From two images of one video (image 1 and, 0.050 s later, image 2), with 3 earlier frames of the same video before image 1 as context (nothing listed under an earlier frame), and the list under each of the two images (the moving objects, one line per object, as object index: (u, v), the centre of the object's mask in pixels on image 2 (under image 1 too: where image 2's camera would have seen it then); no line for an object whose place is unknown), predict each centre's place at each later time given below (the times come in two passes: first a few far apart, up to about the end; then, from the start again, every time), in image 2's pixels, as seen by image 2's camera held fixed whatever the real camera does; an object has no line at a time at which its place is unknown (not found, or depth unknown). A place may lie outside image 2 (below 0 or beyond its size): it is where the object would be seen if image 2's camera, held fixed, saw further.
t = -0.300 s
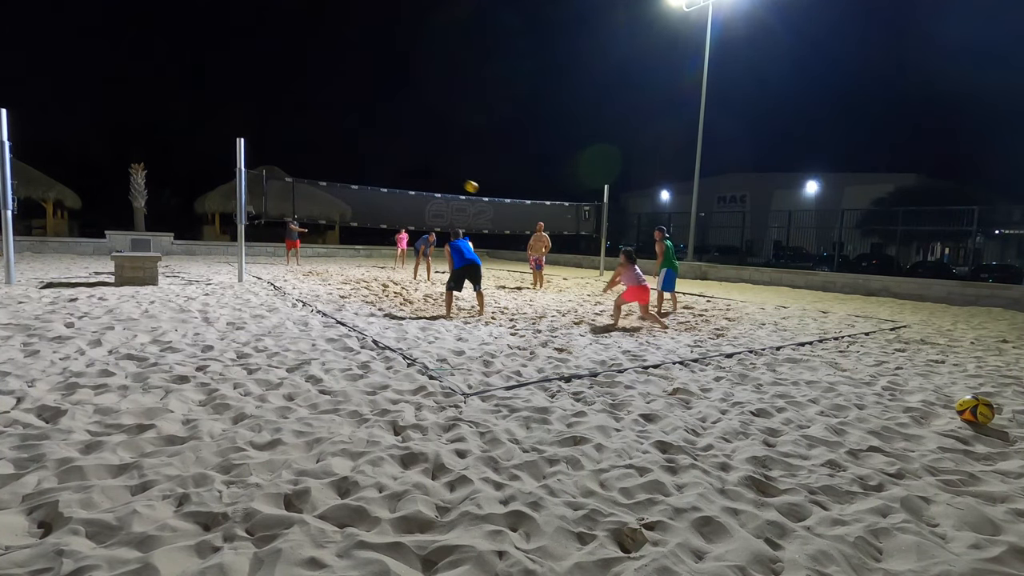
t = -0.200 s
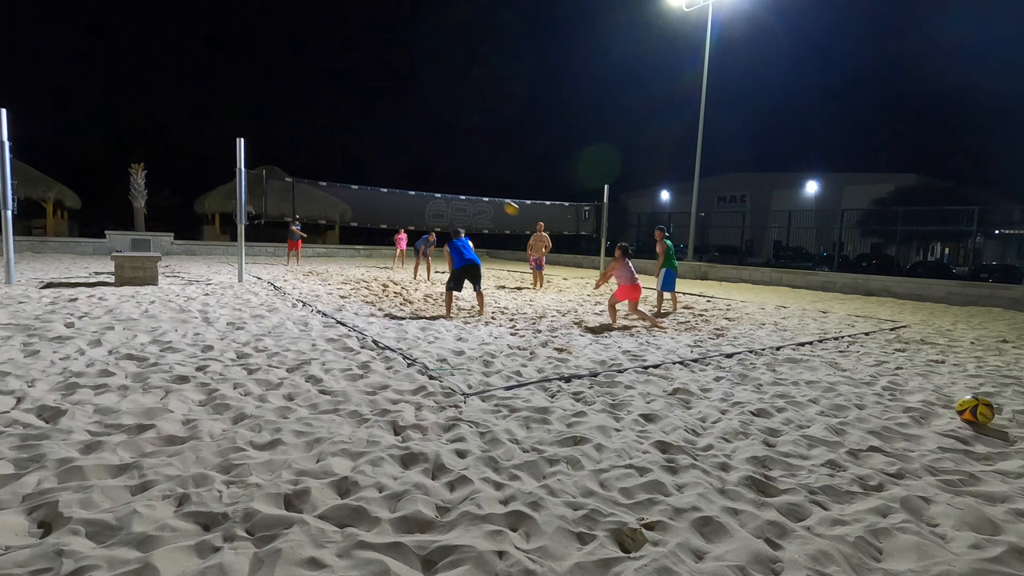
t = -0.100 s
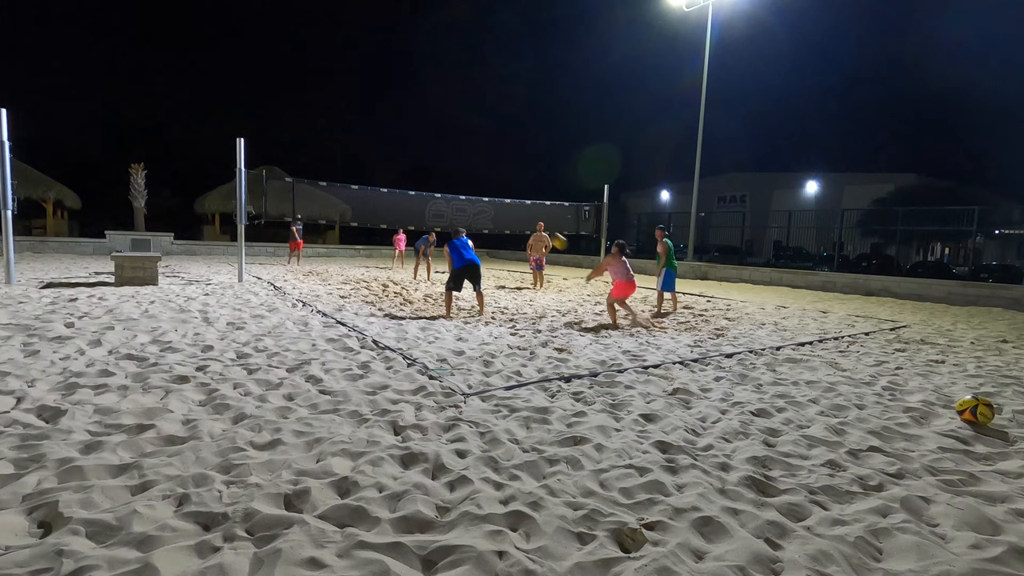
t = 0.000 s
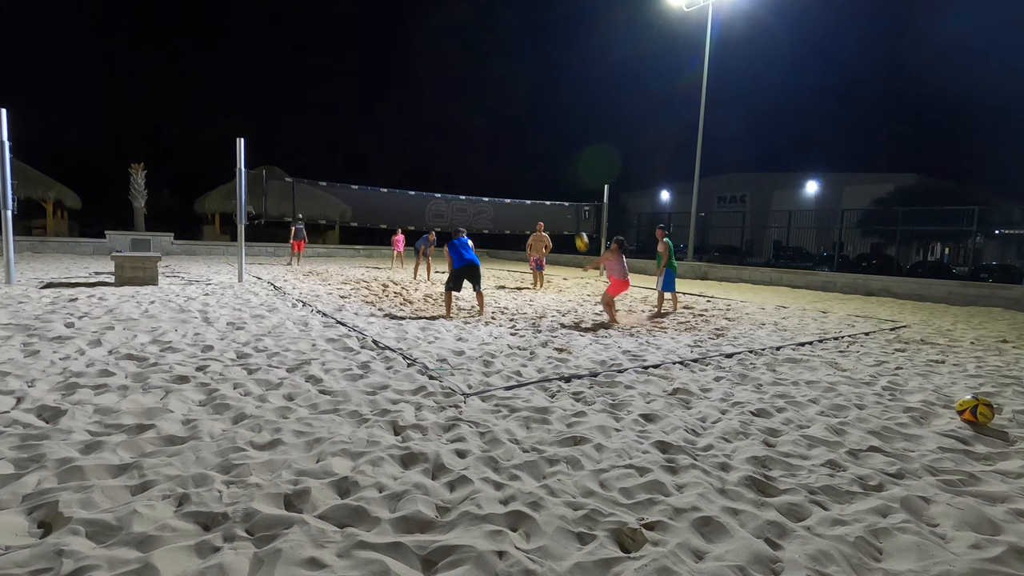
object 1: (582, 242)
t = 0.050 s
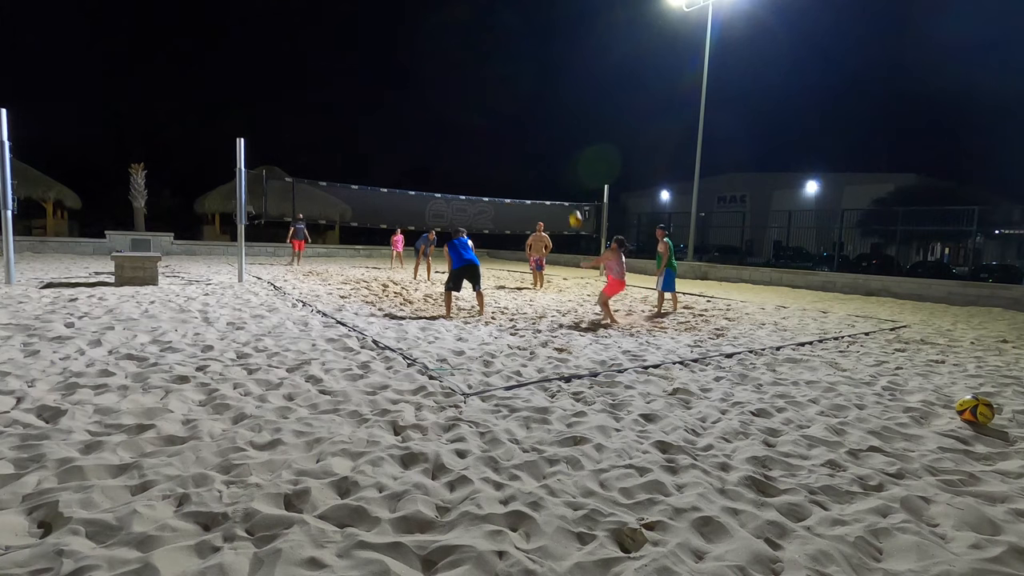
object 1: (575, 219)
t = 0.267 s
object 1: (549, 141)
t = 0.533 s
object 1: (519, 85)
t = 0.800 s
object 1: (492, 71)
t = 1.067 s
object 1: (467, 93)
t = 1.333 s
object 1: (443, 146)
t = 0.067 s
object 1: (573, 212)
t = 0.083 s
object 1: (571, 205)
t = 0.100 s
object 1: (569, 197)
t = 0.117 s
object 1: (567, 192)
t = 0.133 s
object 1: (565, 185)
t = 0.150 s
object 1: (562, 179)
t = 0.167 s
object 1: (560, 173)
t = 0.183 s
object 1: (558, 167)
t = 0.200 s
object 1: (557, 162)
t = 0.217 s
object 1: (555, 156)
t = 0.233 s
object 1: (553, 151)
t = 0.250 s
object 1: (550, 146)
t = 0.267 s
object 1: (549, 141)
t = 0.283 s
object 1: (547, 136)
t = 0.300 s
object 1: (545, 132)
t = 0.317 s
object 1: (543, 127)
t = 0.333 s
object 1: (541, 123)
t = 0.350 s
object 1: (539, 119)
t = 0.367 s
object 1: (537, 115)
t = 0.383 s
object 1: (535, 111)
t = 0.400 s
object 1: (534, 108)
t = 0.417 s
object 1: (532, 105)
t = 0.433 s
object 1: (530, 101)
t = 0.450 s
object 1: (528, 98)
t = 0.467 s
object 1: (526, 95)
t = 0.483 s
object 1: (524, 92)
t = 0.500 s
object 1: (523, 90)
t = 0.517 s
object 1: (521, 88)
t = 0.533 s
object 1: (519, 85)
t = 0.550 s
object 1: (518, 83)
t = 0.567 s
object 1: (516, 81)
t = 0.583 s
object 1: (514, 80)
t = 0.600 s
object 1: (512, 78)
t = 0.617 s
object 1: (510, 77)
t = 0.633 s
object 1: (509, 75)
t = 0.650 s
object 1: (507, 74)
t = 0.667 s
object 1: (505, 73)
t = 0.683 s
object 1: (504, 72)
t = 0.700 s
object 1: (502, 71)
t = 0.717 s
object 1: (500, 71)
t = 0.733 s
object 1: (499, 71)
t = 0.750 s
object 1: (497, 70)
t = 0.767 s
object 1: (496, 71)
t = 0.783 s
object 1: (494, 71)
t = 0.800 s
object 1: (492, 71)
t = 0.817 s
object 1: (491, 71)
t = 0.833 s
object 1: (489, 71)
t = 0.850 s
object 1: (487, 72)
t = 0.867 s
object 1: (486, 73)
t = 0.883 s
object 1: (484, 74)
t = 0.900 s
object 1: (483, 75)
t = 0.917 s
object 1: (481, 76)
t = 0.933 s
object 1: (480, 78)
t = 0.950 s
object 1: (478, 79)
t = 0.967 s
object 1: (476, 80)
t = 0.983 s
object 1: (475, 82)
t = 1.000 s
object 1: (473, 84)
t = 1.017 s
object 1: (472, 86)
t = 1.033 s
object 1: (470, 88)
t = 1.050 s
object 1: (469, 90)
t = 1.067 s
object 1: (467, 93)
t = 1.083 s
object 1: (465, 95)
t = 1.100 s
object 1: (464, 98)
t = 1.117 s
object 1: (462, 101)
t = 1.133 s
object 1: (461, 103)
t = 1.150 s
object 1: (459, 106)
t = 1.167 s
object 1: (458, 109)
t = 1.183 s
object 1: (456, 113)
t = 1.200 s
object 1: (455, 116)
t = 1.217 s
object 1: (453, 119)
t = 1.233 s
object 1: (452, 123)
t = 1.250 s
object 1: (451, 127)
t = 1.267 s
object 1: (449, 131)
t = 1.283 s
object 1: (448, 134)
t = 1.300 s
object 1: (446, 138)
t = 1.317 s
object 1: (445, 142)
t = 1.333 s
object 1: (443, 146)
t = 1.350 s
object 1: (442, 151)
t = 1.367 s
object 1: (440, 155)
